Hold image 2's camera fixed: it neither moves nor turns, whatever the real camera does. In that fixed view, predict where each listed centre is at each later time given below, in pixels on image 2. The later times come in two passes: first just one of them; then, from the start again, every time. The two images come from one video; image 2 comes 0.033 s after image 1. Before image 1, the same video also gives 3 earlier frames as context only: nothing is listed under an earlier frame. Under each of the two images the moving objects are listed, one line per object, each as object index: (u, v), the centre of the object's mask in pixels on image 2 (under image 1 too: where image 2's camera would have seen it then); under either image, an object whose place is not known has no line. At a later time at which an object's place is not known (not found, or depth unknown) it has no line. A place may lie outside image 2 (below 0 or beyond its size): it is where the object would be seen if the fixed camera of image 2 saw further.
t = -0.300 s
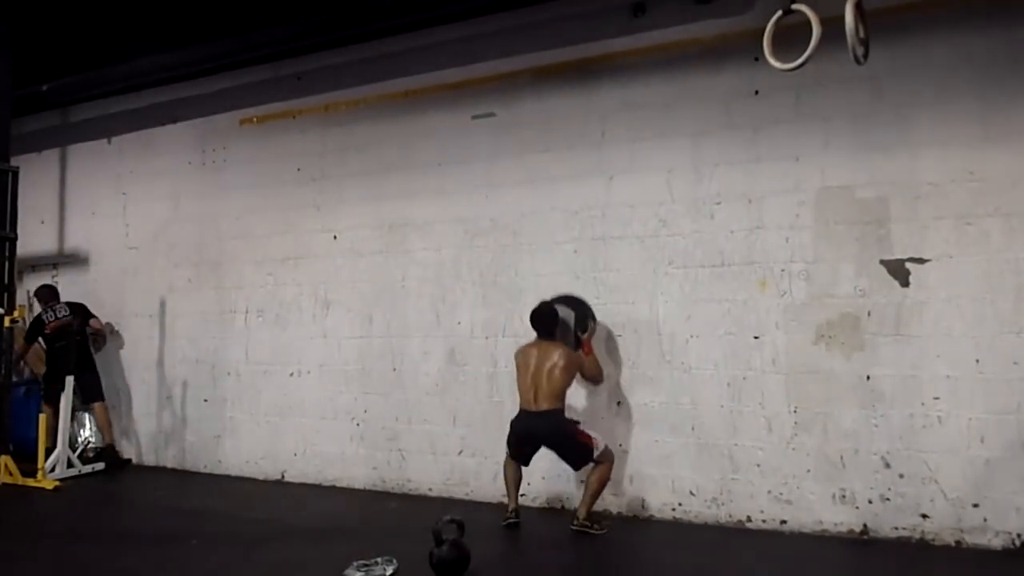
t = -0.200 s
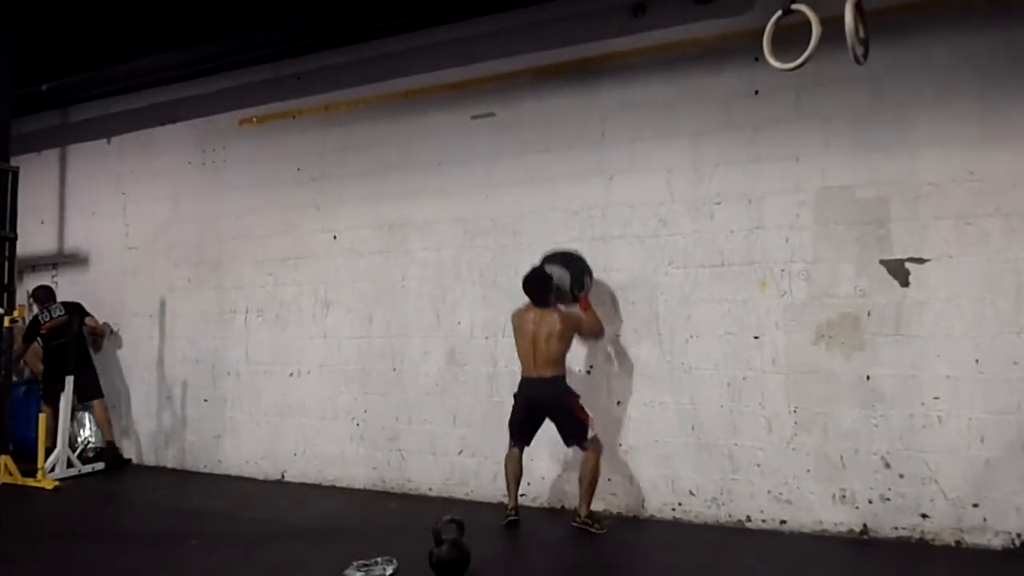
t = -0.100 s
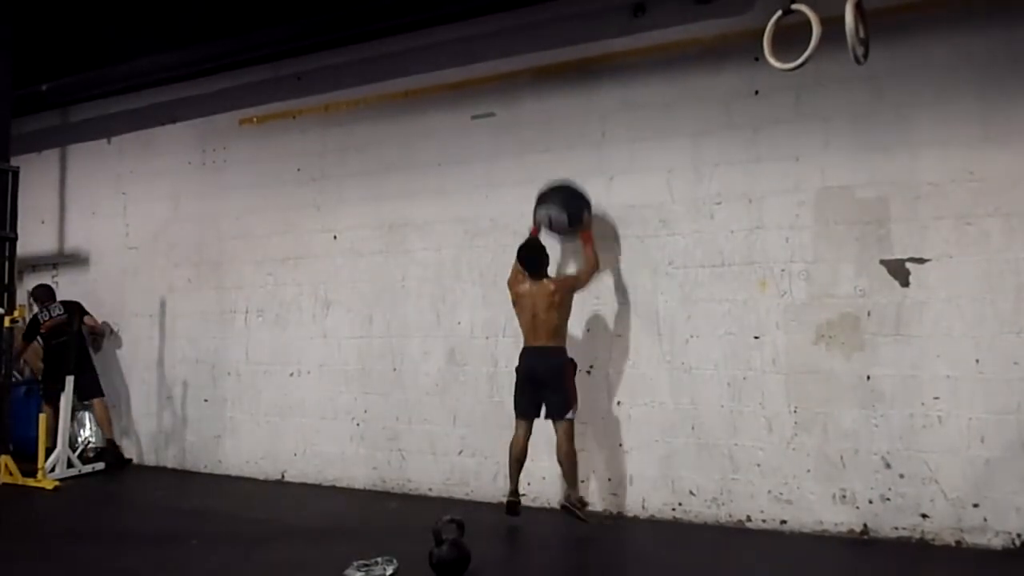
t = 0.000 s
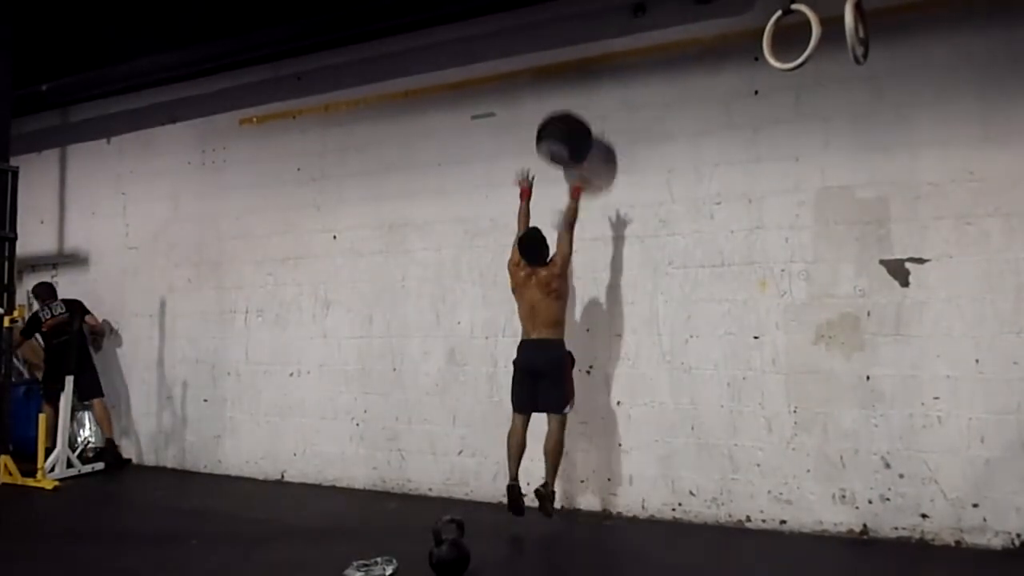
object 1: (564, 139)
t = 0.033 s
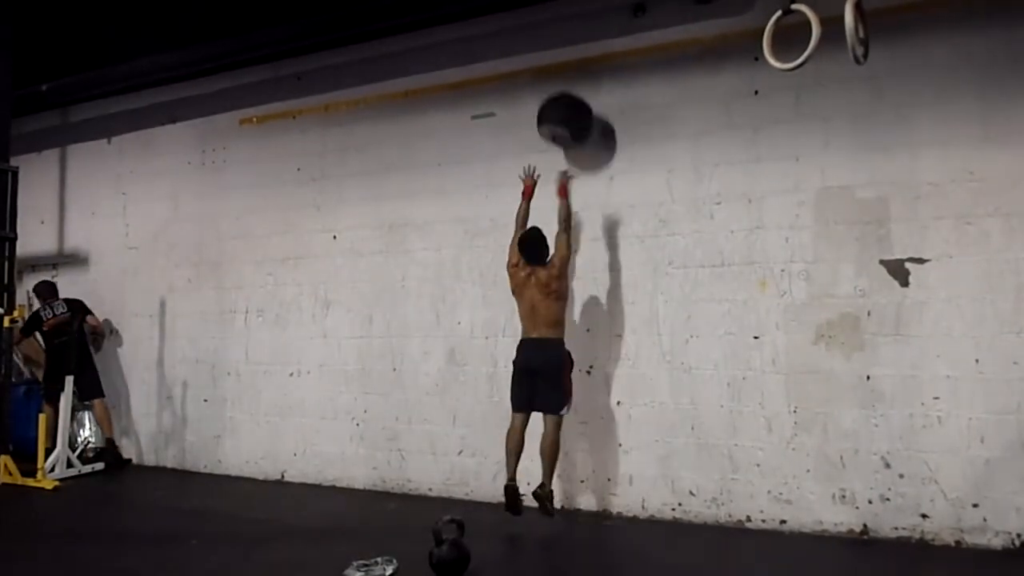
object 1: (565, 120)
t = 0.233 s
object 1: (576, 39)
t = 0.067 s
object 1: (566, 102)
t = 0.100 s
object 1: (567, 85)
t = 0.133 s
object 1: (568, 71)
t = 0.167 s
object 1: (570, 56)
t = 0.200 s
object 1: (574, 47)
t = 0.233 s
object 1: (576, 39)
